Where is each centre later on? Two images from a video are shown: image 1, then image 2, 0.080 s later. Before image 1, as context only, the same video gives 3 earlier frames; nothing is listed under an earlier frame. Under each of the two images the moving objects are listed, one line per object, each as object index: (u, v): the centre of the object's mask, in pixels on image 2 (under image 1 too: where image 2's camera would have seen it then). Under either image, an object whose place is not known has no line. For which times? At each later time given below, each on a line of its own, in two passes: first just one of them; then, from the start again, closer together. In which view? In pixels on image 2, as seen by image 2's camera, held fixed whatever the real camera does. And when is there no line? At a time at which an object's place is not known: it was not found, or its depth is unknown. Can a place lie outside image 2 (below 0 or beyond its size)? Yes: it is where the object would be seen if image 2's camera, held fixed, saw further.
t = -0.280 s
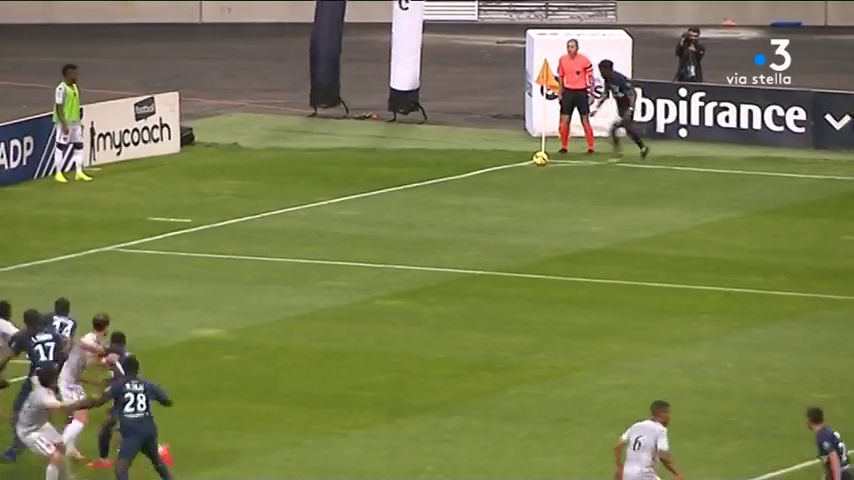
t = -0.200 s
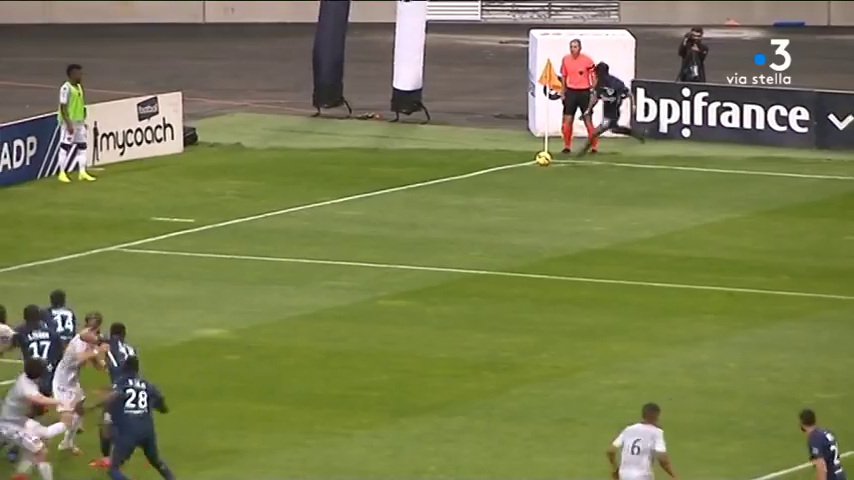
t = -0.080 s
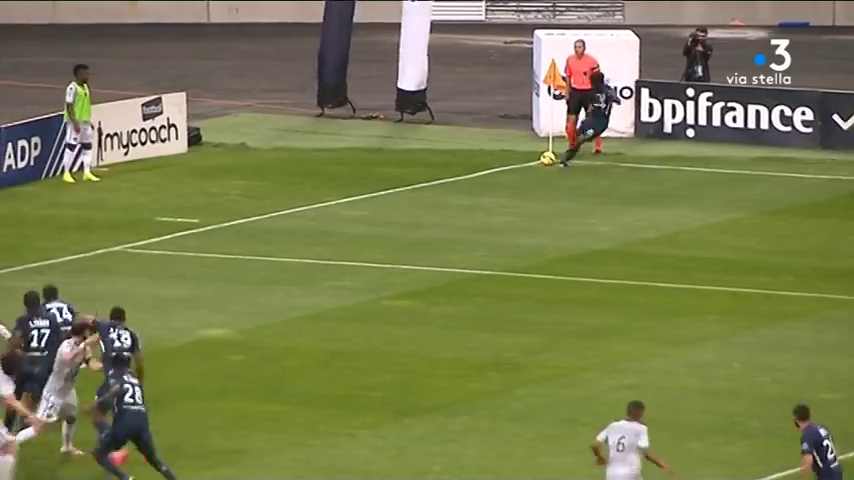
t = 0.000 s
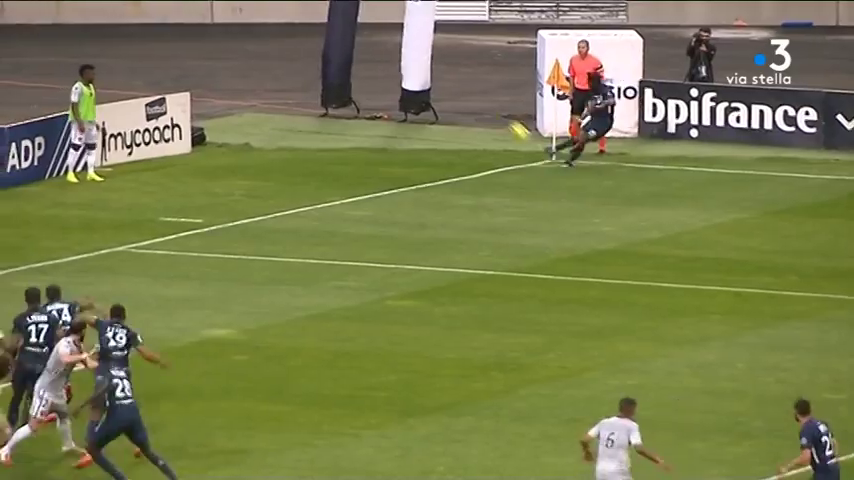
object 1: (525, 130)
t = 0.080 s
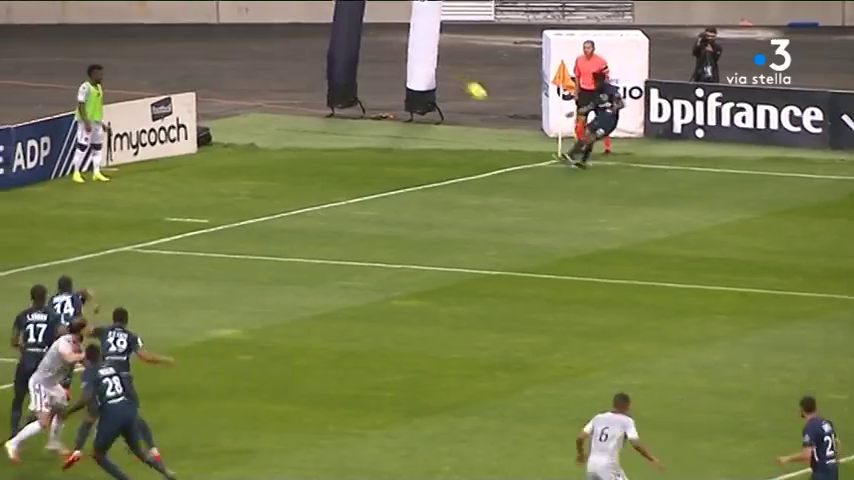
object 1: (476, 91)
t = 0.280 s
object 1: (367, 7)
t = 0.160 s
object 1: (433, 57)
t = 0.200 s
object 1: (408, 37)
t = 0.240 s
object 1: (387, 22)
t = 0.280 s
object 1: (367, 7)
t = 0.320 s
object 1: (347, -5)
